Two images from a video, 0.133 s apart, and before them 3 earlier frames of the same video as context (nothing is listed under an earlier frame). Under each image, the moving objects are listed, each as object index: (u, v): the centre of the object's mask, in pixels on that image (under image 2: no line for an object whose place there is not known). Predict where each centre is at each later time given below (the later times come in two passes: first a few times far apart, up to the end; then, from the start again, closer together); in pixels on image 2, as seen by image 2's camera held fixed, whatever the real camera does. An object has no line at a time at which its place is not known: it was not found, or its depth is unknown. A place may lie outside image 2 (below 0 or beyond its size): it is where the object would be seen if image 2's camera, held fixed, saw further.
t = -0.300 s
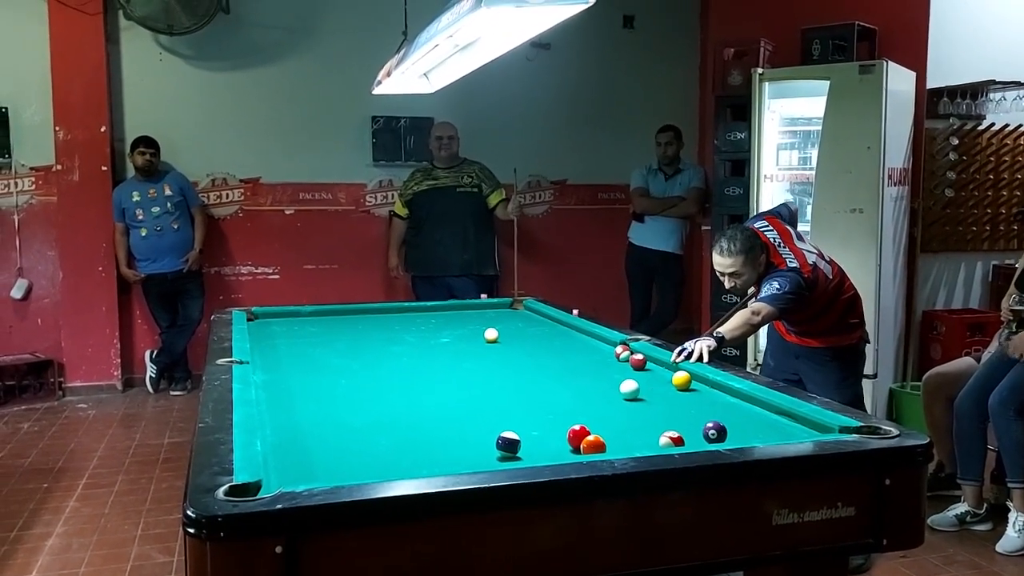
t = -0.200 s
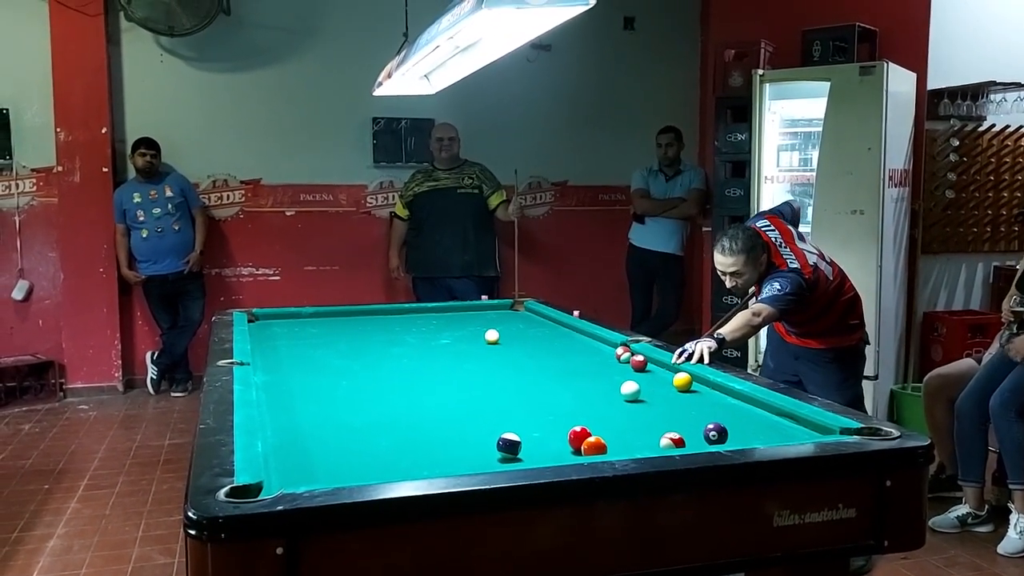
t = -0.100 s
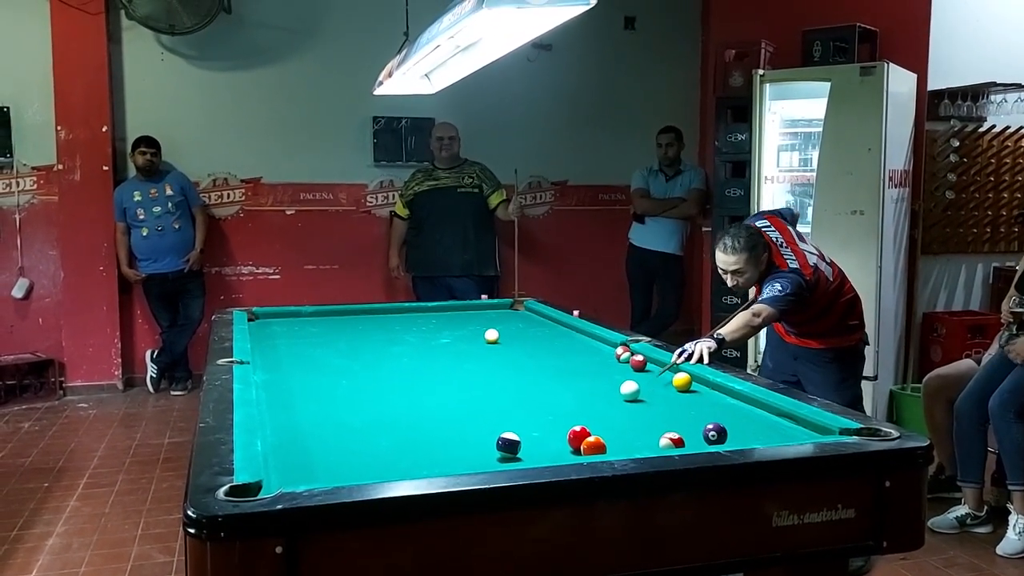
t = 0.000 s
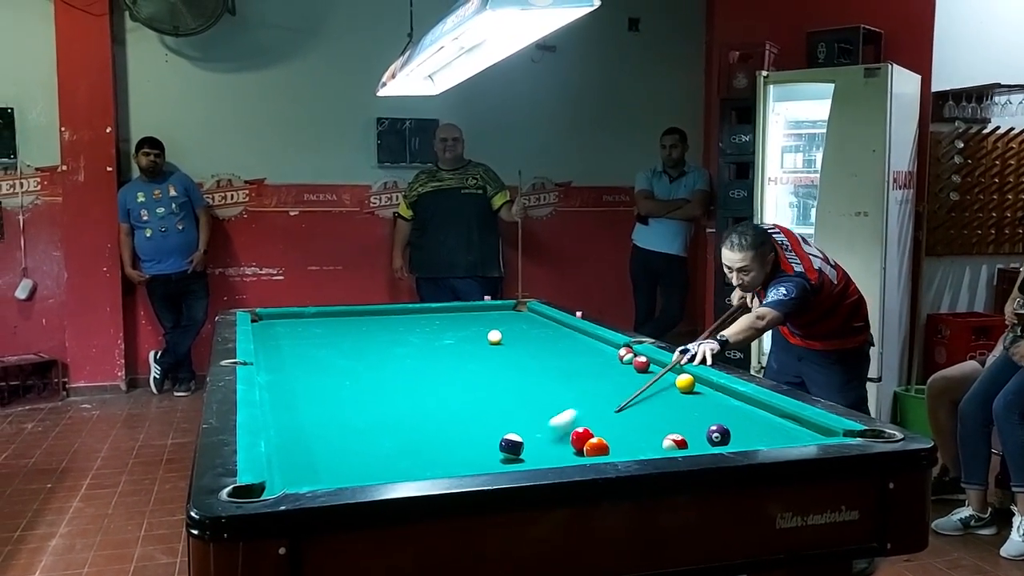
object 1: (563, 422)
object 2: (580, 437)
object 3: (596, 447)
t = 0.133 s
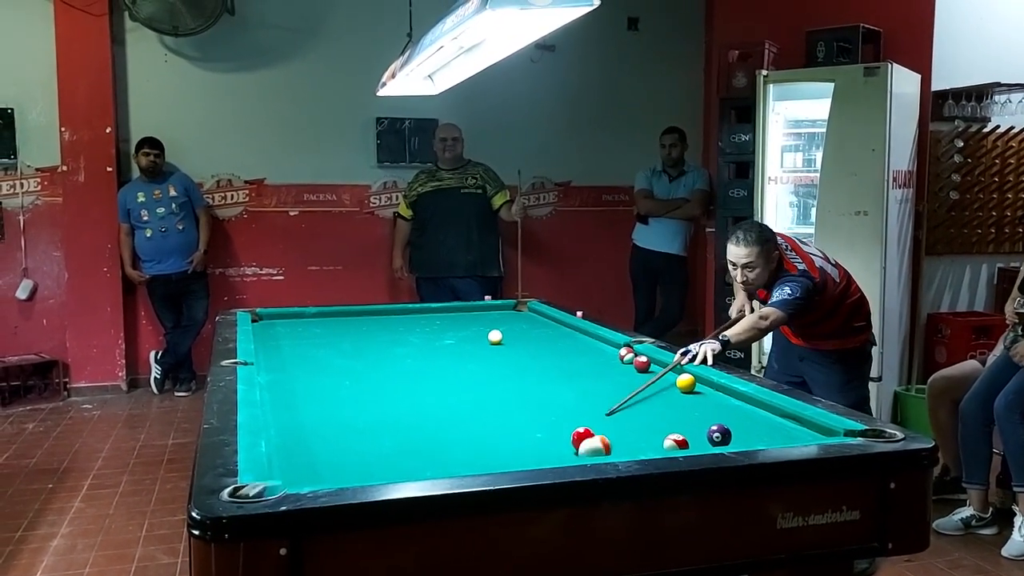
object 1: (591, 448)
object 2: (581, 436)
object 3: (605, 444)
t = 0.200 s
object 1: (593, 446)
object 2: (576, 436)
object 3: (617, 438)
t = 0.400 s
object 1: (601, 447)
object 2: (559, 433)
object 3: (665, 419)
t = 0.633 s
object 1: (615, 437)
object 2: (538, 429)
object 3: (708, 402)
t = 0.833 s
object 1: (626, 428)
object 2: (523, 425)
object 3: (715, 392)
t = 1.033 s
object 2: (511, 422)
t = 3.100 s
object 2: (472, 412)
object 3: (406, 374)
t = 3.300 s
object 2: (473, 412)
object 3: (392, 373)
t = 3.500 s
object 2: (472, 412)
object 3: (381, 372)
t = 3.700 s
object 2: (473, 412)
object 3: (372, 372)
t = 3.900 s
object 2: (473, 412)
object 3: (365, 372)
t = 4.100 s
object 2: (473, 412)
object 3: (361, 371)
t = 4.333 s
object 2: (473, 412)
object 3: (356, 371)
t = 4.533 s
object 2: (473, 412)
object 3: (355, 371)
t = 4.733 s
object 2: (473, 412)
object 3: (355, 371)
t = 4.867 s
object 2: (473, 412)
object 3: (354, 371)
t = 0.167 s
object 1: (592, 446)
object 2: (578, 436)
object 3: (609, 440)
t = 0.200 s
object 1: (593, 446)
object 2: (576, 436)
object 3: (617, 438)
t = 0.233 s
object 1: (593, 448)
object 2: (574, 437)
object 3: (627, 434)
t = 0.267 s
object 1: (594, 450)
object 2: (572, 436)
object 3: (635, 431)
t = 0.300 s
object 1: (595, 448)
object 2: (568, 435)
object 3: (643, 427)
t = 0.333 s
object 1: (596, 449)
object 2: (565, 434)
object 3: (650, 425)
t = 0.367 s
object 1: (599, 447)
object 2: (562, 434)
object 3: (658, 422)
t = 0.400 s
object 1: (601, 447)
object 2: (559, 433)
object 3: (665, 419)
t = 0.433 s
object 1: (603, 446)
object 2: (555, 432)
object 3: (671, 416)
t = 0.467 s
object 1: (605, 444)
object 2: (553, 432)
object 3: (678, 414)
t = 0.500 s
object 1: (607, 443)
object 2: (549, 431)
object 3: (684, 411)
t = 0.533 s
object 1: (609, 442)
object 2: (547, 430)
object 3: (691, 408)
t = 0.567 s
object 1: (611, 440)
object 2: (544, 430)
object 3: (696, 406)
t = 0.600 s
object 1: (613, 439)
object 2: (541, 429)
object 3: (702, 404)
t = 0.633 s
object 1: (615, 437)
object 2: (538, 429)
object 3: (708, 402)
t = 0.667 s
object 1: (617, 435)
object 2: (536, 427)
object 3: (714, 399)
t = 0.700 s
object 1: (619, 433)
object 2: (533, 427)
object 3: (719, 397)
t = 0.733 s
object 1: (620, 432)
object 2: (531, 427)
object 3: (725, 395)
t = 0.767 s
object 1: (622, 430)
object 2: (528, 426)
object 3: (729, 393)
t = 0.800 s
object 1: (624, 429)
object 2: (525, 426)
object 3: (722, 393)
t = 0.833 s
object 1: (626, 428)
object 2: (523, 425)
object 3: (715, 392)
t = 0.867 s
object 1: (627, 427)
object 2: (521, 424)
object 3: (709, 392)
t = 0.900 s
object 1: (629, 425)
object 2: (519, 424)
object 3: (702, 392)
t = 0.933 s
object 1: (630, 423)
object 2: (517, 423)
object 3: (696, 391)
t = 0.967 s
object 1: (632, 422)
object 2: (515, 423)
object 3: (690, 391)
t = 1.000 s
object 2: (513, 422)
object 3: (683, 391)
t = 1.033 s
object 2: (511, 422)
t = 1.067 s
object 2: (509, 421)
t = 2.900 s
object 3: (422, 375)
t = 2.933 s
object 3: (419, 375)
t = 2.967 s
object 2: (473, 412)
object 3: (416, 375)
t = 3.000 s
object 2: (473, 412)
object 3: (414, 375)
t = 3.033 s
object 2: (472, 412)
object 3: (411, 375)
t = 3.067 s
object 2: (472, 412)
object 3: (409, 374)
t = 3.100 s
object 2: (472, 412)
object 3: (406, 374)
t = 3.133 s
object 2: (473, 412)
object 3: (404, 374)
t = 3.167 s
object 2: (473, 412)
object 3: (401, 374)
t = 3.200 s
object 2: (473, 412)
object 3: (399, 374)
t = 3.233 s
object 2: (472, 412)
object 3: (397, 373)
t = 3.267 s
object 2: (472, 412)
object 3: (394, 373)
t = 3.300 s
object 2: (473, 412)
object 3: (392, 373)
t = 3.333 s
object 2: (472, 412)
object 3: (391, 373)
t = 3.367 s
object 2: (472, 412)
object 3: (389, 373)
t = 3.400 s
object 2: (472, 412)
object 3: (387, 373)
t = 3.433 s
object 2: (473, 412)
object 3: (385, 373)
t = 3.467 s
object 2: (473, 412)
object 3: (383, 373)
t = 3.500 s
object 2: (472, 412)
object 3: (381, 372)
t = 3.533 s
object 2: (472, 412)
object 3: (380, 372)
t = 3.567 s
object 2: (473, 412)
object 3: (378, 372)
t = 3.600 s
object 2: (473, 412)
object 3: (377, 372)
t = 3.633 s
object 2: (473, 412)
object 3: (375, 372)
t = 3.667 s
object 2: (473, 412)
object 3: (374, 372)
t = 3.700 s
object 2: (473, 412)
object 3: (372, 372)
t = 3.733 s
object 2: (473, 412)
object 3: (371, 372)
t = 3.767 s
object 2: (473, 412)
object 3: (369, 372)
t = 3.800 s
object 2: (473, 412)
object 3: (368, 372)
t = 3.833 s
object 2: (473, 412)
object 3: (367, 372)
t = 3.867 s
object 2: (473, 412)
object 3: (366, 371)
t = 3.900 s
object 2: (473, 412)
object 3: (365, 372)
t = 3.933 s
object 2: (473, 412)
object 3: (364, 371)
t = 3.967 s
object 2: (473, 412)
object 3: (363, 371)
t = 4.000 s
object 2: (473, 412)
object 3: (362, 371)
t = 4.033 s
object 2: (473, 412)
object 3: (362, 371)
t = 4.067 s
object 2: (473, 412)
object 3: (361, 371)
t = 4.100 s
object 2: (473, 412)
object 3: (361, 371)
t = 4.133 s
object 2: (473, 412)
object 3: (359, 371)
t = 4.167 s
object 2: (472, 412)
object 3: (359, 371)
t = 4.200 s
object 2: (472, 412)
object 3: (358, 371)
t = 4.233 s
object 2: (473, 412)
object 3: (358, 371)
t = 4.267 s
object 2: (473, 412)
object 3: (357, 371)
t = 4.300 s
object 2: (473, 412)
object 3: (357, 371)
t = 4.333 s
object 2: (473, 412)
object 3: (356, 371)
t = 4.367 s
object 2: (473, 412)
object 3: (356, 371)
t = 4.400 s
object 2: (473, 412)
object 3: (355, 371)
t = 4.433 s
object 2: (473, 412)
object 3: (355, 371)
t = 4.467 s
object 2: (473, 412)
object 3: (355, 371)
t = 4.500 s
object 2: (473, 412)
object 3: (355, 371)
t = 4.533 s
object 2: (473, 412)
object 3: (355, 371)
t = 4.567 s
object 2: (473, 412)
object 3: (355, 371)
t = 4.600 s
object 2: (473, 412)
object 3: (354, 371)
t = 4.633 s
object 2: (473, 412)
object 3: (354, 371)
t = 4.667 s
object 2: (473, 412)
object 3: (354, 371)
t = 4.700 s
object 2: (473, 412)
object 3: (354, 371)
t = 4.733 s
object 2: (473, 412)
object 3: (355, 371)
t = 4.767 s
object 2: (473, 412)
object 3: (355, 371)
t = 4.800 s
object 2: (473, 412)
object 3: (355, 371)
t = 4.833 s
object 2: (473, 412)
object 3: (355, 371)
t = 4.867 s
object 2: (473, 412)
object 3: (354, 371)
